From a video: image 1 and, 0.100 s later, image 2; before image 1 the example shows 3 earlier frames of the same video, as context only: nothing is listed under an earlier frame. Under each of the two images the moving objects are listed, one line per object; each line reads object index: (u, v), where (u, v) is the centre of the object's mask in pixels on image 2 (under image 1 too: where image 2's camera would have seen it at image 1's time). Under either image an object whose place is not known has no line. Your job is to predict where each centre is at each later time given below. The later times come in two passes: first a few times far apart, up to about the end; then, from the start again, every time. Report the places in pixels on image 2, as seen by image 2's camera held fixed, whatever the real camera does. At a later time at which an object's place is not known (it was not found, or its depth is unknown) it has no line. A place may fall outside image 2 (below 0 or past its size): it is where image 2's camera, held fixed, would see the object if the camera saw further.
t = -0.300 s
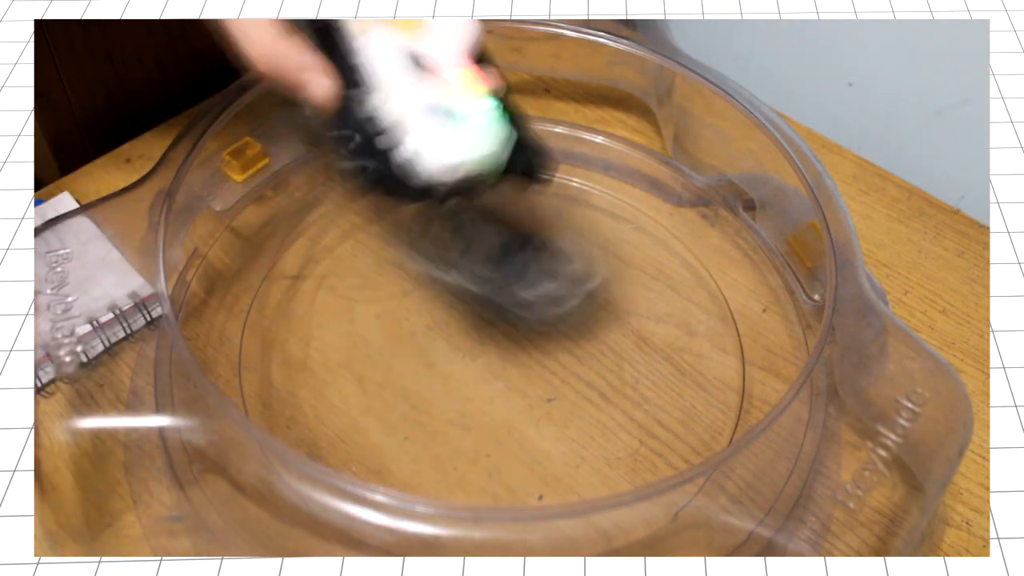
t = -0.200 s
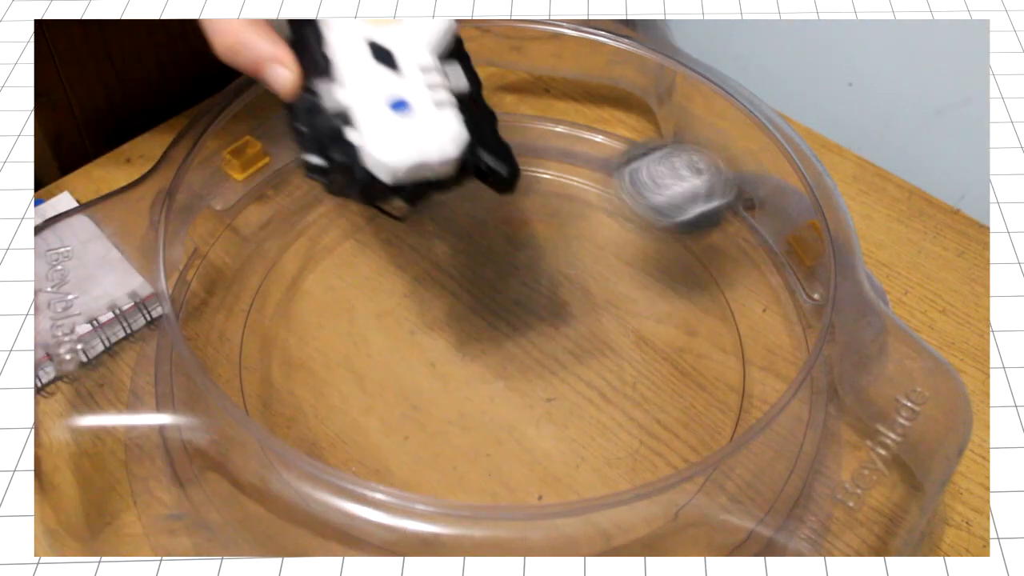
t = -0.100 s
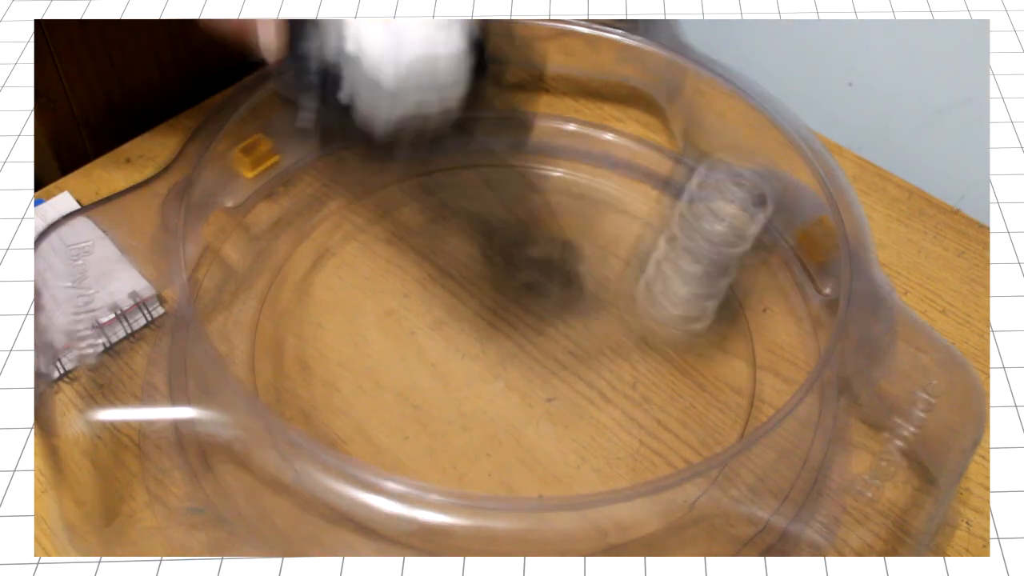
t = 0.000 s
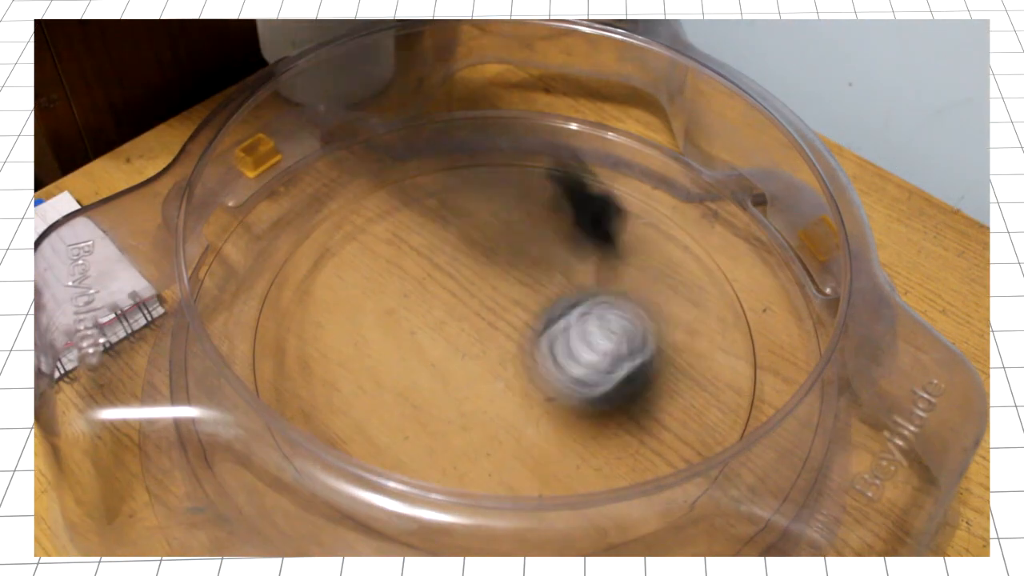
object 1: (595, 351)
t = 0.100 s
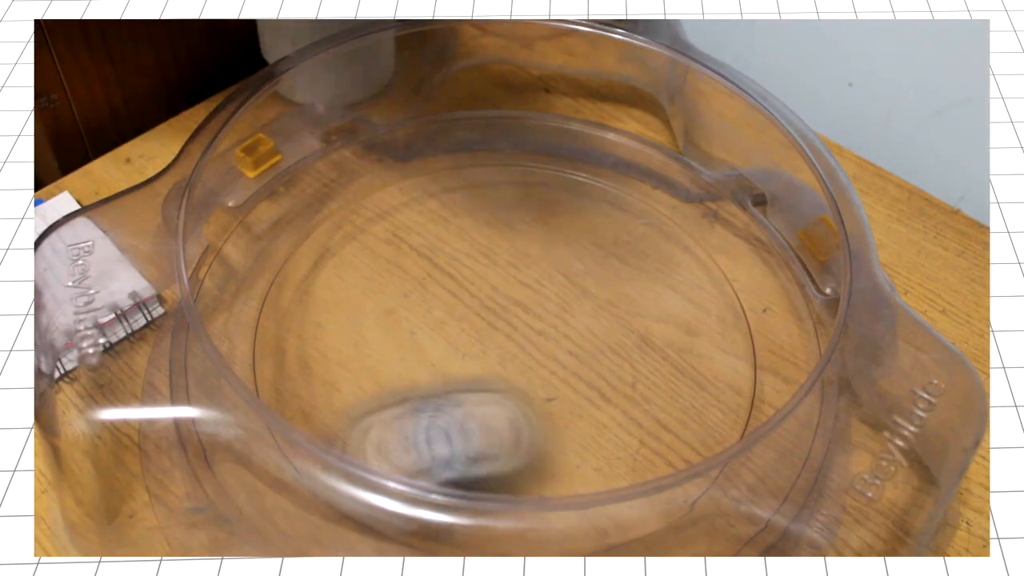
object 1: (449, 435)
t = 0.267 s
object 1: (201, 407)
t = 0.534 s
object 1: (376, 251)
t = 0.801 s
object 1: (738, 362)
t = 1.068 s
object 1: (496, 521)
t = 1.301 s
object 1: (280, 266)
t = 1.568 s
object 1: (650, 205)
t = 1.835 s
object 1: (470, 521)
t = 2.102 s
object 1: (377, 173)
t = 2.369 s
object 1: (753, 314)
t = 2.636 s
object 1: (284, 411)
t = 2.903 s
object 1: (469, 165)
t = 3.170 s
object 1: (733, 398)
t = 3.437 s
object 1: (298, 428)
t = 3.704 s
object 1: (476, 186)
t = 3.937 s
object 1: (739, 328)
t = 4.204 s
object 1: (401, 503)
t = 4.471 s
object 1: (409, 209)
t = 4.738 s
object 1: (729, 283)
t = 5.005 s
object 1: (527, 513)
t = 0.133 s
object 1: (411, 439)
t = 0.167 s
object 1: (339, 467)
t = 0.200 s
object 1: (272, 444)
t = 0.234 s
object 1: (216, 443)
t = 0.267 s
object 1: (201, 407)
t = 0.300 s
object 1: (199, 392)
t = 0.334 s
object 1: (196, 366)
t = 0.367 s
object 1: (194, 333)
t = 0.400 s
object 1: (202, 296)
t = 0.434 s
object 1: (241, 276)
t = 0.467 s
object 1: (284, 263)
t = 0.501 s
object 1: (317, 255)
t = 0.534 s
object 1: (376, 251)
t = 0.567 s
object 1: (417, 249)
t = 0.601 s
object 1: (481, 253)
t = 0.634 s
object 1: (544, 263)
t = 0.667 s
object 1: (582, 273)
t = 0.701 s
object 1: (638, 292)
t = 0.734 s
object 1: (687, 314)
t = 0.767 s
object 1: (717, 334)
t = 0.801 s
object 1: (738, 362)
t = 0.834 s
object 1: (753, 406)
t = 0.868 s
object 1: (752, 438)
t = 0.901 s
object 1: (741, 469)
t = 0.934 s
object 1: (729, 488)
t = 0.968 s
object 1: (692, 510)
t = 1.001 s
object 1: (634, 520)
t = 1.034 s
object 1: (563, 520)
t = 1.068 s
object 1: (496, 521)
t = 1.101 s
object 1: (443, 511)
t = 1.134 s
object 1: (397, 513)
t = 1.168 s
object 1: (334, 474)
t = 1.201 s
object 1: (284, 419)
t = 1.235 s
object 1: (267, 351)
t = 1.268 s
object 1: (270, 292)
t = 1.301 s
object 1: (280, 266)
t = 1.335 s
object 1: (300, 231)
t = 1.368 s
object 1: (343, 192)
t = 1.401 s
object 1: (401, 169)
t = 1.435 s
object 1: (460, 157)
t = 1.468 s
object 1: (521, 157)
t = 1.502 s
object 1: (560, 164)
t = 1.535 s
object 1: (592, 176)
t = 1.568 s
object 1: (650, 205)
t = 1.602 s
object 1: (698, 245)
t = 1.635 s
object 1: (738, 291)
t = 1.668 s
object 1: (755, 353)
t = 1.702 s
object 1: (743, 394)
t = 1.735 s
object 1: (728, 432)
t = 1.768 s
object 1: (666, 492)
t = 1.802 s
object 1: (570, 517)
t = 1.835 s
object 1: (470, 521)
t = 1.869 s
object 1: (355, 491)
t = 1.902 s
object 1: (317, 459)
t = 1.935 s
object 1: (291, 430)
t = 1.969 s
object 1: (267, 351)
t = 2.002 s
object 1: (270, 282)
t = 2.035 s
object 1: (303, 230)
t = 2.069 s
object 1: (347, 191)
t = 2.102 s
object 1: (377, 173)
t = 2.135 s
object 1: (420, 155)
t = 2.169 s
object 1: (479, 151)
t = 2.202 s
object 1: (543, 155)
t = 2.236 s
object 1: (609, 171)
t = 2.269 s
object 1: (668, 200)
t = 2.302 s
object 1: (698, 229)
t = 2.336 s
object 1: (735, 280)
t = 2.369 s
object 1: (753, 314)
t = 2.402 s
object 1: (744, 385)
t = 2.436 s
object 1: (714, 459)
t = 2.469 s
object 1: (644, 502)
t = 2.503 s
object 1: (592, 513)
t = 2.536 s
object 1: (476, 545)
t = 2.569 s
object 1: (411, 519)
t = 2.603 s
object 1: (336, 476)
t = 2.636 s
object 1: (284, 411)
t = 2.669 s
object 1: (263, 346)
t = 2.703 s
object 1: (269, 318)
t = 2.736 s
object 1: (280, 270)
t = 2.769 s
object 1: (295, 246)
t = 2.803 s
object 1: (334, 207)
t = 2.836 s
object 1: (385, 183)
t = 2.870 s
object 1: (440, 167)
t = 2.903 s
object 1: (469, 165)
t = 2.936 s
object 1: (509, 167)
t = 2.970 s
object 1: (570, 175)
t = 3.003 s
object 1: (633, 196)
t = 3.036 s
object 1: (690, 229)
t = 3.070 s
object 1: (729, 269)
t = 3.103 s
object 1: (743, 309)
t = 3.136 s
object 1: (750, 339)
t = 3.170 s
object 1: (733, 398)
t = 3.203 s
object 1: (704, 465)
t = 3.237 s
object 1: (642, 500)
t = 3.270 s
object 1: (571, 516)
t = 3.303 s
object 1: (517, 518)
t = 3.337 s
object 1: (449, 514)
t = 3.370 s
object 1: (385, 514)
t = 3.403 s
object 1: (338, 475)
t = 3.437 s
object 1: (298, 428)
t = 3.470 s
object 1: (294, 381)
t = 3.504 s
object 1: (291, 346)
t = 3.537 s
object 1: (295, 303)
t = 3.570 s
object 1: (309, 277)
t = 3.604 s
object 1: (345, 239)
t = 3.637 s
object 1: (391, 212)
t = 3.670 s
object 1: (446, 195)
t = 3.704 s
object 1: (476, 186)
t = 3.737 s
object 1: (532, 189)
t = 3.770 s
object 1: (570, 190)
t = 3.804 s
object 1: (630, 203)
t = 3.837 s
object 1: (686, 224)
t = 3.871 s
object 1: (724, 263)
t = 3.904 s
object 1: (733, 296)
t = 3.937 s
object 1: (739, 328)
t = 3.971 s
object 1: (745, 378)
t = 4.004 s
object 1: (720, 439)
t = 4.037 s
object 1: (674, 485)
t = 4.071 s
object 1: (620, 509)
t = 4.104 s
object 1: (576, 515)
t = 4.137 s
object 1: (527, 520)
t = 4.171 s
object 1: (464, 519)
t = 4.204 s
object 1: (401, 503)
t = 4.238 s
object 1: (352, 470)
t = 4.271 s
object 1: (329, 415)
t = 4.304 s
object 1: (313, 384)
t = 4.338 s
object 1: (306, 362)
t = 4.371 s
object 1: (313, 319)
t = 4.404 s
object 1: (333, 275)
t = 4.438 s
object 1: (364, 239)
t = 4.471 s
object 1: (409, 209)
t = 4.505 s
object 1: (437, 196)
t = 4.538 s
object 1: (469, 187)
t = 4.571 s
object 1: (523, 180)
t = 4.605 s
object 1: (577, 181)
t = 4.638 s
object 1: (634, 191)
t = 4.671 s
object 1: (679, 217)
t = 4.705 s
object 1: (703, 243)
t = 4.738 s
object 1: (729, 283)
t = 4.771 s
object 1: (742, 309)
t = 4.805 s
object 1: (747, 363)
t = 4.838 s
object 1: (735, 414)
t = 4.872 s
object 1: (708, 461)
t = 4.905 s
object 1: (663, 492)
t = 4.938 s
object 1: (635, 499)
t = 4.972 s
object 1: (594, 511)
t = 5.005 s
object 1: (527, 513)
